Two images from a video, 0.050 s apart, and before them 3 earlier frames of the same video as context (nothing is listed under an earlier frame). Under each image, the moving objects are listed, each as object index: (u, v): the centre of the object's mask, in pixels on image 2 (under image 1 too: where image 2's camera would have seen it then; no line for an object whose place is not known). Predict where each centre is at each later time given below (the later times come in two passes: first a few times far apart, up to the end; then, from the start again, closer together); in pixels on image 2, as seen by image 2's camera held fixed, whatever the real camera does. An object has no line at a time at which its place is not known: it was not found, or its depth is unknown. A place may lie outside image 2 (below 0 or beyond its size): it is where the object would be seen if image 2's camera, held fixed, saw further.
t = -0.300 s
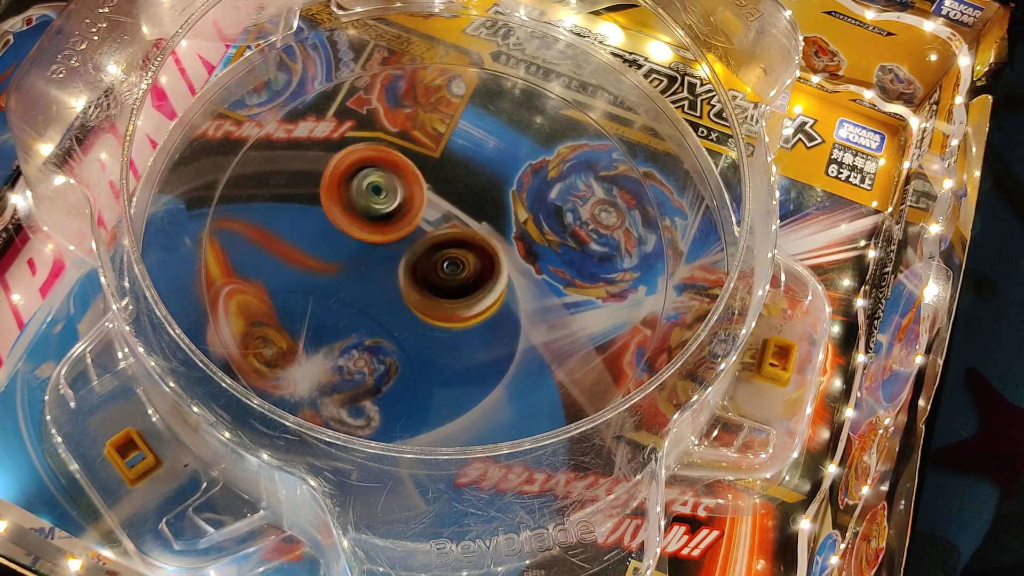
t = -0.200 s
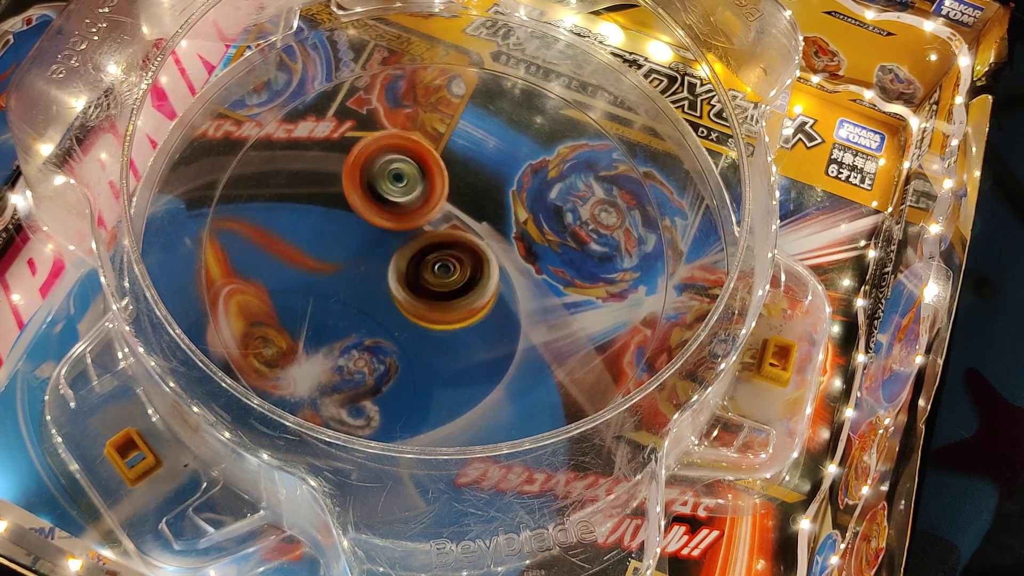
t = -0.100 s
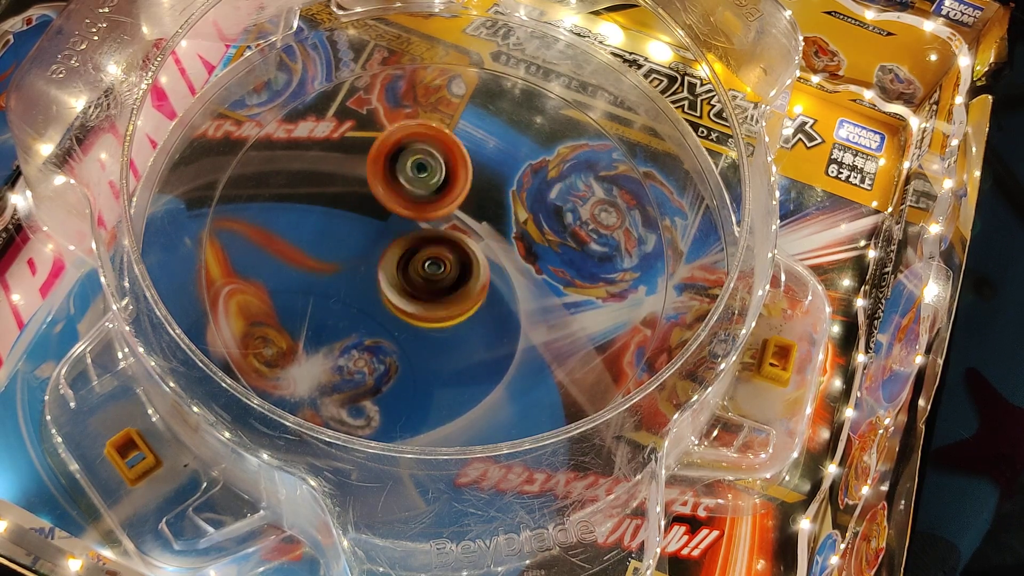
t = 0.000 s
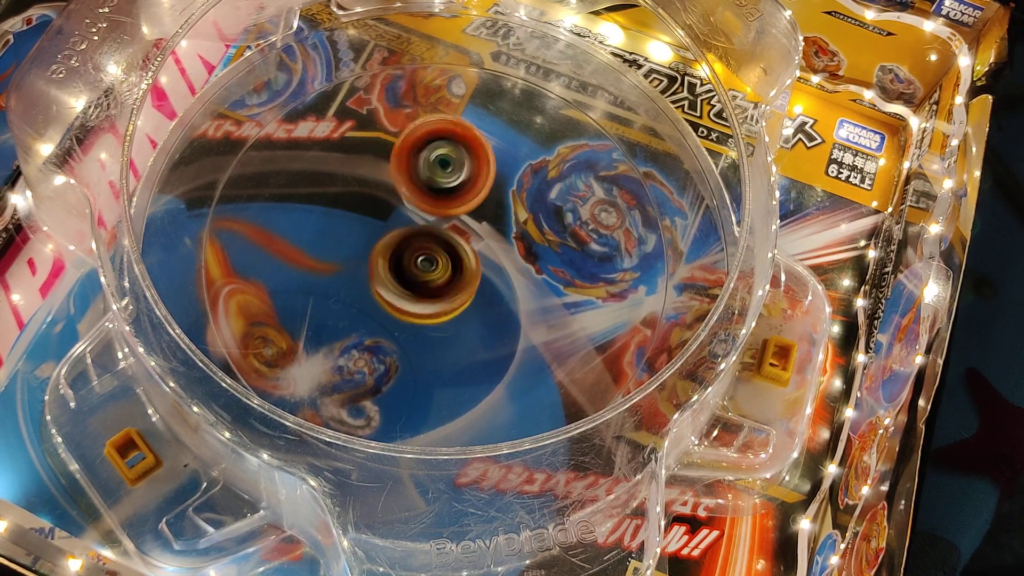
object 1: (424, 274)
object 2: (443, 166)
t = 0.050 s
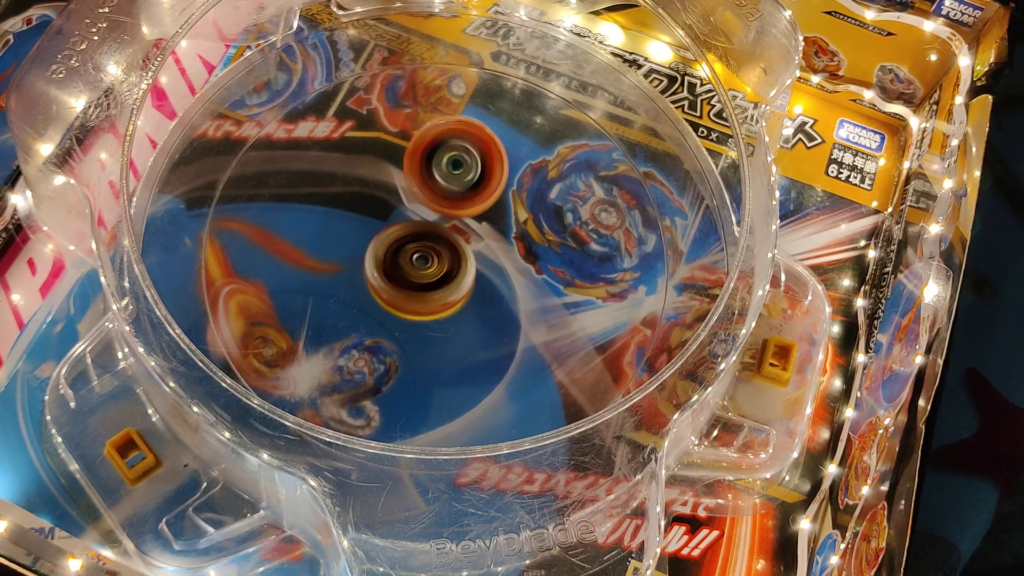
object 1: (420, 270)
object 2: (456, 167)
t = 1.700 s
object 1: (472, 265)
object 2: (372, 214)
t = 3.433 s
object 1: (475, 234)
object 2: (365, 268)
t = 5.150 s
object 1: (465, 224)
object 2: (385, 294)
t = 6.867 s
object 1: (464, 224)
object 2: (401, 301)
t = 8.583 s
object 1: (464, 232)
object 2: (376, 288)
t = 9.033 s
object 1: (453, 273)
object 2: (404, 177)
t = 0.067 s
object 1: (418, 269)
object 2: (459, 168)
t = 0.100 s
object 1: (415, 266)
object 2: (468, 170)
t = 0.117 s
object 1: (415, 264)
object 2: (471, 169)
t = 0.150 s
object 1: (412, 262)
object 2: (478, 172)
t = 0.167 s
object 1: (412, 261)
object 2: (483, 174)
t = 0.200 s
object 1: (411, 257)
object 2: (490, 177)
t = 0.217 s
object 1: (409, 256)
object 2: (492, 179)
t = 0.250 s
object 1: (409, 253)
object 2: (499, 183)
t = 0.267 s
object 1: (408, 250)
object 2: (501, 185)
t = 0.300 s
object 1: (408, 247)
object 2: (505, 190)
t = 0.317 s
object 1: (407, 245)
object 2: (508, 193)
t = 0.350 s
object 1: (407, 242)
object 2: (512, 198)
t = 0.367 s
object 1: (408, 240)
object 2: (512, 201)
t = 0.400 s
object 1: (409, 237)
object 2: (515, 208)
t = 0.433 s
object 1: (407, 234)
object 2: (520, 215)
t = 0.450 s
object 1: (407, 231)
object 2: (521, 217)
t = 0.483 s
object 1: (406, 229)
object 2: (524, 223)
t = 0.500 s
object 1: (407, 227)
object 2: (526, 227)
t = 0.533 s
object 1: (407, 224)
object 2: (526, 234)
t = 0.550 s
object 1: (408, 223)
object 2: (525, 239)
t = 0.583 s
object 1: (410, 220)
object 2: (525, 247)
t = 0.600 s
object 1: (410, 219)
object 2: (524, 250)
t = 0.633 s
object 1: (412, 217)
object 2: (521, 258)
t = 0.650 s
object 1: (413, 216)
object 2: (521, 261)
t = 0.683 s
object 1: (416, 214)
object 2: (517, 269)
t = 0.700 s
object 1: (417, 213)
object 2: (515, 273)
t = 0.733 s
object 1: (420, 212)
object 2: (510, 280)
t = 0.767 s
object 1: (423, 211)
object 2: (505, 287)
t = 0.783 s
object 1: (424, 211)
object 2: (501, 291)
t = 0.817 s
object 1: (428, 210)
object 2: (496, 297)
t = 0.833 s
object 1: (429, 210)
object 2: (493, 299)
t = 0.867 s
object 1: (433, 210)
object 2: (485, 305)
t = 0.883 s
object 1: (435, 210)
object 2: (483, 307)
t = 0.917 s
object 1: (439, 210)
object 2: (474, 311)
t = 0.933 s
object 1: (441, 211)
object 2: (470, 313)
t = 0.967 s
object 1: (445, 212)
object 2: (462, 315)
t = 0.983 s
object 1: (446, 213)
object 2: (458, 316)
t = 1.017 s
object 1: (450, 215)
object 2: (449, 317)
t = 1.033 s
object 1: (451, 215)
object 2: (446, 317)
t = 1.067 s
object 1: (455, 217)
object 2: (437, 317)
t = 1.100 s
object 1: (459, 219)
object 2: (430, 315)
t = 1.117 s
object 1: (459, 221)
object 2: (427, 314)
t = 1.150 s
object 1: (463, 223)
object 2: (418, 311)
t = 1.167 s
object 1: (466, 223)
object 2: (412, 311)
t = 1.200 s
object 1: (470, 224)
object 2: (403, 310)
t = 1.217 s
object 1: (471, 225)
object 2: (399, 309)
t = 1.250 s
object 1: (475, 227)
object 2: (392, 306)
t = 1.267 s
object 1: (476, 227)
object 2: (388, 303)
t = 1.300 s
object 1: (477, 231)
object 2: (381, 299)
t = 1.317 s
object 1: (479, 232)
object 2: (379, 296)
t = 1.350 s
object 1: (479, 234)
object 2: (374, 290)
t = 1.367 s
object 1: (481, 236)
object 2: (371, 287)
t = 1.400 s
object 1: (482, 239)
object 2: (367, 280)
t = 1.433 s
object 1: (482, 243)
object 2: (364, 273)
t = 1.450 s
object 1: (483, 244)
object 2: (362, 270)
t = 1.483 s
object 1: (481, 246)
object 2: (361, 263)
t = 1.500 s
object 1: (482, 248)
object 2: (360, 258)
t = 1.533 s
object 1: (481, 251)
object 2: (360, 251)
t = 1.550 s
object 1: (481, 253)
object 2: (360, 247)
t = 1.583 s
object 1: (480, 256)
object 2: (361, 239)
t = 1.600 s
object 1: (479, 257)
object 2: (363, 236)
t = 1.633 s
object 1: (478, 260)
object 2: (365, 229)
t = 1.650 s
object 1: (476, 262)
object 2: (367, 226)
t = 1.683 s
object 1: (474, 264)
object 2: (371, 219)
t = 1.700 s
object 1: (472, 265)
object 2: (372, 214)
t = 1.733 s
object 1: (472, 270)
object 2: (375, 206)
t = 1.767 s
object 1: (470, 272)
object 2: (380, 199)
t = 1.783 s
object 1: (469, 273)
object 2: (381, 195)
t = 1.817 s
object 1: (466, 275)
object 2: (387, 190)
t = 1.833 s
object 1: (464, 276)
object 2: (391, 187)
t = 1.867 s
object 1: (462, 277)
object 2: (398, 182)
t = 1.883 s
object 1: (460, 277)
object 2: (402, 181)
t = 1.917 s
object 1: (456, 279)
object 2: (410, 177)
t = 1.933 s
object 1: (455, 278)
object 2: (413, 176)
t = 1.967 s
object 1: (451, 279)
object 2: (422, 173)
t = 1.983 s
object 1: (450, 279)
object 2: (426, 172)
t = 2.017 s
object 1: (446, 278)
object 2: (434, 171)
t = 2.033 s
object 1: (444, 278)
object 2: (439, 170)
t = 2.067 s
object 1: (441, 276)
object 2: (446, 170)
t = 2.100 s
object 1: (436, 276)
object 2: (454, 171)
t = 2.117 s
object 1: (436, 275)
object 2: (459, 171)
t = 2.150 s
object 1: (432, 273)
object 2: (467, 173)
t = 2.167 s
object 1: (431, 272)
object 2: (471, 175)
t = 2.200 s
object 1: (428, 269)
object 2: (478, 177)
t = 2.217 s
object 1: (426, 268)
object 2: (481, 180)
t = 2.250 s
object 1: (423, 265)
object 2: (488, 183)
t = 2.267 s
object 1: (419, 266)
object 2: (492, 184)
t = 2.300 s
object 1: (415, 264)
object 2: (501, 187)
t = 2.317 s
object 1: (412, 263)
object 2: (504, 188)
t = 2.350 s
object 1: (409, 261)
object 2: (510, 193)
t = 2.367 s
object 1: (408, 259)
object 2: (513, 195)
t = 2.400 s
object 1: (406, 256)
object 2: (518, 201)
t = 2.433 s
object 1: (405, 253)
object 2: (521, 207)
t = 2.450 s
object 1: (404, 252)
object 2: (524, 210)
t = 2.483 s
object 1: (404, 249)
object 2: (526, 217)
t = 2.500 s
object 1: (404, 247)
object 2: (528, 221)
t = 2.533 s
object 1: (405, 244)
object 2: (529, 228)
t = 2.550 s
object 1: (404, 242)
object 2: (529, 233)
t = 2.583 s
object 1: (405, 240)
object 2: (529, 241)
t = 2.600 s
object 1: (406, 238)
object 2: (528, 245)
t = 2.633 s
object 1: (407, 235)
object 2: (526, 254)
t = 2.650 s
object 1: (408, 234)
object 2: (526, 257)
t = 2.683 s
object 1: (410, 231)
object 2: (522, 265)
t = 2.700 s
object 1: (411, 230)
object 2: (521, 269)
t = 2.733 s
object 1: (414, 227)
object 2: (517, 276)
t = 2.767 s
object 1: (417, 226)
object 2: (512, 283)
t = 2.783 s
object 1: (419, 224)
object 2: (510, 286)
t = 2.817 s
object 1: (422, 223)
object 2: (503, 292)
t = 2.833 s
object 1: (423, 222)
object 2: (500, 296)
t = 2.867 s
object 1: (427, 221)
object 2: (494, 300)
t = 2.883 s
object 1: (429, 220)
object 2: (489, 302)
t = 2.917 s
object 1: (433, 219)
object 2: (481, 306)
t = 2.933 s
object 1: (434, 219)
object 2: (476, 308)
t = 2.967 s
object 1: (438, 217)
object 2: (467, 311)
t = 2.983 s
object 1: (440, 216)
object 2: (464, 313)
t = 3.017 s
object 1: (444, 214)
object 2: (455, 317)
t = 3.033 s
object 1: (446, 213)
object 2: (452, 318)
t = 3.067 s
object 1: (450, 213)
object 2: (443, 318)
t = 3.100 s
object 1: (453, 213)
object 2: (433, 318)
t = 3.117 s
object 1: (455, 213)
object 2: (429, 317)
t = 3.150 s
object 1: (458, 214)
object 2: (419, 315)
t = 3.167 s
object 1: (460, 214)
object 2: (416, 314)
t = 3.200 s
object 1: (463, 216)
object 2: (406, 310)
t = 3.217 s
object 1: (464, 216)
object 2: (402, 309)
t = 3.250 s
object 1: (467, 218)
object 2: (395, 304)
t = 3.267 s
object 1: (468, 219)
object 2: (390, 301)
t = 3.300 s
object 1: (470, 222)
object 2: (384, 295)
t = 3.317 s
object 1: (471, 223)
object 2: (380, 292)
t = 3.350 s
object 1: (473, 226)
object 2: (375, 286)
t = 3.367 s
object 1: (474, 227)
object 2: (372, 282)
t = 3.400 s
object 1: (474, 231)
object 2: (368, 275)
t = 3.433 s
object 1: (475, 234)
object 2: (365, 268)
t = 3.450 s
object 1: (475, 236)
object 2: (363, 263)
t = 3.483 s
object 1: (475, 239)
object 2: (362, 256)
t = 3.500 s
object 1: (475, 241)
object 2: (362, 251)
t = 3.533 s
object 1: (474, 244)
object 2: (362, 244)
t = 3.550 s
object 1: (474, 246)
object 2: (363, 240)
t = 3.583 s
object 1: (474, 250)
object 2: (362, 232)
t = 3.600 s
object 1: (474, 252)
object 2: (363, 228)
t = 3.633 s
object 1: (473, 255)
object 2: (365, 220)
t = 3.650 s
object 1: (473, 257)
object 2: (367, 217)
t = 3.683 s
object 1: (471, 261)
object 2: (370, 209)
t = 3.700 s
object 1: (470, 262)
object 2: (372, 206)
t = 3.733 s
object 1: (467, 265)
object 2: (377, 200)
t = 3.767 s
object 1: (464, 267)
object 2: (383, 194)
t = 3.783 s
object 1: (463, 269)
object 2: (386, 192)
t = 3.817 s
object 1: (460, 271)
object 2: (393, 186)
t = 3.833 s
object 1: (458, 271)
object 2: (396, 184)
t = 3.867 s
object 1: (454, 273)
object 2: (405, 179)
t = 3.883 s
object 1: (452, 274)
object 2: (408, 178)
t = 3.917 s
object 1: (448, 275)
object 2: (417, 175)
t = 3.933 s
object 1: (446, 275)
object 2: (421, 173)
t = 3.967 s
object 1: (443, 275)
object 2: (430, 172)
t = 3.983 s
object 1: (441, 275)
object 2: (434, 171)
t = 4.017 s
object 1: (438, 274)
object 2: (443, 171)
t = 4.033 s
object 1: (435, 274)
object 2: (448, 171)
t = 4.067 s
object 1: (431, 273)
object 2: (456, 171)
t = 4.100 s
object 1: (428, 271)
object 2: (466, 173)
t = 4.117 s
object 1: (426, 270)
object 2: (470, 173)
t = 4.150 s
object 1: (423, 269)
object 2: (477, 177)
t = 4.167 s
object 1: (421, 267)
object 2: (482, 178)
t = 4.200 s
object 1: (418, 265)
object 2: (488, 182)
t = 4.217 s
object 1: (418, 263)
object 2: (492, 185)
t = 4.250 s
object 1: (415, 261)
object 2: (497, 190)
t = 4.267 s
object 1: (414, 259)
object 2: (500, 193)
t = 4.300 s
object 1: (411, 257)
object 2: (505, 200)
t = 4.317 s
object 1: (409, 255)
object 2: (509, 203)
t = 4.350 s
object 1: (405, 253)
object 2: (515, 209)
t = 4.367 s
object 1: (405, 252)
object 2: (516, 212)
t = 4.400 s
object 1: (403, 249)
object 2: (519, 219)
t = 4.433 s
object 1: (403, 245)
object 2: (521, 226)
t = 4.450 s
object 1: (402, 244)
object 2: (521, 231)
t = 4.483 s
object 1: (403, 241)
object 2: (522, 238)
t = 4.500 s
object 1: (402, 240)
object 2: (521, 243)
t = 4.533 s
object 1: (405, 236)
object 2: (521, 251)
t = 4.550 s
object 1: (404, 235)
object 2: (519, 255)
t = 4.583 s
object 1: (407, 232)
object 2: (517, 263)
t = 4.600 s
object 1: (407, 231)
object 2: (515, 266)
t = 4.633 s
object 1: (411, 228)
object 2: (512, 274)
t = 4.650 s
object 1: (412, 227)
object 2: (509, 277)
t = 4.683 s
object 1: (415, 224)
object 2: (503, 283)
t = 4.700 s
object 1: (416, 224)
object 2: (501, 286)
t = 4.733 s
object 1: (420, 222)
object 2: (494, 292)
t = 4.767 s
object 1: (423, 219)
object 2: (488, 299)
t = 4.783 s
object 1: (425, 218)
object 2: (484, 301)
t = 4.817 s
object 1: (429, 216)
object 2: (476, 305)
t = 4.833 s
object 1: (431, 216)
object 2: (472, 307)
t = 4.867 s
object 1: (434, 215)
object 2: (463, 309)
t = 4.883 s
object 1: (436, 214)
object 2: (459, 309)
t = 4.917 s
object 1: (440, 214)
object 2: (450, 310)
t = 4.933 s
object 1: (442, 214)
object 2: (445, 310)
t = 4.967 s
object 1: (446, 214)
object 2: (435, 310)
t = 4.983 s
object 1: (448, 214)
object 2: (431, 309)
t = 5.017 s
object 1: (452, 215)
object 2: (420, 308)
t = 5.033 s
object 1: (454, 216)
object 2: (416, 307)
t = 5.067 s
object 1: (457, 218)
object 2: (406, 305)
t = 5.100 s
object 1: (461, 221)
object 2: (397, 301)
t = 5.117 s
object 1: (462, 221)
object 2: (393, 298)
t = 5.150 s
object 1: (465, 224)
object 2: (385, 294)
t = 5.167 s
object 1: (466, 225)
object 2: (382, 290)
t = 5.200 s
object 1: (468, 229)
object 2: (375, 284)
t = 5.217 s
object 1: (469, 229)
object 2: (374, 280)
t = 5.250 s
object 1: (471, 233)
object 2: (368, 273)
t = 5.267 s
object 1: (471, 235)
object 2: (367, 270)
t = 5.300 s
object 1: (472, 239)
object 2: (363, 262)
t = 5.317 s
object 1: (472, 240)
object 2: (363, 258)
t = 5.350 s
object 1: (473, 244)
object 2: (361, 250)
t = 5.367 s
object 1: (473, 245)
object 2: (361, 246)
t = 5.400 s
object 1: (474, 250)
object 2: (360, 237)
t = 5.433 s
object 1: (473, 253)
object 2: (361, 230)
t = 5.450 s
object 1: (473, 255)
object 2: (361, 226)
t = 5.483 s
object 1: (471, 259)
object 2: (364, 219)
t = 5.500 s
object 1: (471, 260)
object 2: (366, 215)
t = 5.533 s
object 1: (469, 264)
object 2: (370, 208)
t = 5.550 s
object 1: (467, 264)
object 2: (373, 205)
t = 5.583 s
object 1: (465, 268)
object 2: (378, 199)
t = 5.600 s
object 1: (464, 269)
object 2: (382, 196)
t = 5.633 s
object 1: (461, 272)
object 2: (388, 190)
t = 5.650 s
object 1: (459, 272)
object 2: (393, 188)
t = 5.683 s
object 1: (456, 275)
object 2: (400, 184)
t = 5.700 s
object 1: (453, 275)
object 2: (405, 182)
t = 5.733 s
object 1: (450, 277)
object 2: (413, 179)
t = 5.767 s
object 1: (446, 278)
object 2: (423, 178)
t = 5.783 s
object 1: (444, 278)
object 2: (427, 177)
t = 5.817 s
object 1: (440, 278)
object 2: (437, 177)
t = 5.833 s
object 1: (438, 278)
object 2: (441, 177)
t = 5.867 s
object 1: (434, 277)
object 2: (451, 178)
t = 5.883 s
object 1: (432, 277)
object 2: (456, 178)
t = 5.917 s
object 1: (429, 276)
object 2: (466, 180)
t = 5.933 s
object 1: (426, 275)
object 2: (471, 180)
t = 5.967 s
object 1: (423, 273)
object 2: (479, 184)
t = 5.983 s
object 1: (422, 272)
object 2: (483, 185)
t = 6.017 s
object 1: (419, 269)
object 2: (491, 190)
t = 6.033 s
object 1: (418, 268)
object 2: (494, 191)
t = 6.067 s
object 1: (415, 265)
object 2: (501, 197)
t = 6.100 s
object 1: (414, 262)
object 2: (508, 203)
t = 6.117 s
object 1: (413, 260)
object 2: (509, 207)
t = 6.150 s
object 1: (412, 256)
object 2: (514, 213)
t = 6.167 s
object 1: (412, 255)
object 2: (515, 216)
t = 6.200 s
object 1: (411, 251)
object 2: (519, 224)
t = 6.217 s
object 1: (411, 249)
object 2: (520, 228)
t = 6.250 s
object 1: (410, 246)
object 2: (523, 237)
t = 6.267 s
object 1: (410, 243)
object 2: (522, 241)
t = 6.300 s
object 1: (411, 241)
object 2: (523, 249)
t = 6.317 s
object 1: (412, 238)
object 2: (521, 253)
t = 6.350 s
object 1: (414, 236)
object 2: (520, 261)
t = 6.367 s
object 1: (414, 233)
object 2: (518, 265)
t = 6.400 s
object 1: (416, 230)
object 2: (515, 273)
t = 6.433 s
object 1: (418, 227)
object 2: (511, 280)
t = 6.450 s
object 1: (420, 225)
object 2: (509, 284)
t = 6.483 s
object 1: (423, 223)
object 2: (503, 291)
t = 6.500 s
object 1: (425, 222)
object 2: (500, 294)
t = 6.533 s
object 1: (428, 220)
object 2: (492, 300)
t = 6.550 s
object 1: (429, 220)
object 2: (488, 302)
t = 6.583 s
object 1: (433, 218)
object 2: (479, 306)
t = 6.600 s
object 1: (435, 218)
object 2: (475, 308)
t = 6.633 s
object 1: (439, 217)
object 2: (465, 310)
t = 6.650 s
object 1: (441, 217)
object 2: (460, 312)
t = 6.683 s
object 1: (445, 217)
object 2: (450, 313)
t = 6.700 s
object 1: (447, 216)
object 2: (445, 314)
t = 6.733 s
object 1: (451, 217)
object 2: (437, 313)
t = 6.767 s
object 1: (455, 218)
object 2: (427, 312)
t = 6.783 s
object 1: (457, 219)
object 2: (423, 310)
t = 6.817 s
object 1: (460, 220)
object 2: (413, 307)
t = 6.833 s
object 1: (461, 221)
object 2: (409, 305)
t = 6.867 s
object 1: (464, 224)
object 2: (401, 301)
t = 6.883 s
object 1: (465, 224)
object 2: (397, 298)
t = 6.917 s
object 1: (469, 228)
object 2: (389, 292)
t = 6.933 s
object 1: (470, 228)
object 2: (385, 289)
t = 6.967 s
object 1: (471, 232)
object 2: (379, 282)
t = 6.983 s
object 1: (472, 233)
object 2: (376, 278)
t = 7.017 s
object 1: (474, 237)
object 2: (371, 271)
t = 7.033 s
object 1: (474, 239)
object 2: (369, 267)
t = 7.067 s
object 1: (475, 243)
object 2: (365, 259)
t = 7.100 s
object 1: (475, 245)
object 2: (364, 250)
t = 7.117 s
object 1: (475, 248)
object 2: (363, 247)
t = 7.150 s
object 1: (474, 251)
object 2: (363, 238)
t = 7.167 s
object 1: (474, 253)
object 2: (363, 234)
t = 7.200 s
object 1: (473, 256)
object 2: (365, 225)
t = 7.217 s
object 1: (472, 258)
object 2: (366, 221)
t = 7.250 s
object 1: (472, 262)
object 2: (367, 212)
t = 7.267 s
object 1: (469, 263)
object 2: (370, 209)
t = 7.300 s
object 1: (467, 266)
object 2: (373, 202)
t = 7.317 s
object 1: (466, 267)
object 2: (377, 198)
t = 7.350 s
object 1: (462, 270)
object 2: (383, 192)
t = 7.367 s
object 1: (461, 270)
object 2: (387, 190)
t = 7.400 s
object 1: (457, 272)
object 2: (395, 185)
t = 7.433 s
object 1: (453, 273)
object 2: (404, 180)
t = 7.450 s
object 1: (451, 275)
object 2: (408, 178)
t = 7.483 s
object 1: (447, 276)
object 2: (418, 175)
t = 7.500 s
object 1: (445, 275)
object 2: (423, 174)
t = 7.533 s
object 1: (441, 274)
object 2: (432, 172)
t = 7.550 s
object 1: (439, 274)
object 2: (437, 173)
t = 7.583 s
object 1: (436, 274)
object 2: (447, 172)
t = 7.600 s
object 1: (434, 273)
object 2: (452, 173)
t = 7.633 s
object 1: (430, 271)
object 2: (462, 174)
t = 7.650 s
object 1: (428, 270)
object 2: (467, 176)
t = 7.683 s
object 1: (425, 268)
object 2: (475, 178)
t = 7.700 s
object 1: (423, 267)
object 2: (480, 180)
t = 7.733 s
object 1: (421, 264)
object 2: (488, 185)
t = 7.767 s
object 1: (418, 261)
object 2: (496, 191)
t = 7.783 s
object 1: (416, 260)
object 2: (500, 194)
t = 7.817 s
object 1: (414, 256)
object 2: (507, 200)
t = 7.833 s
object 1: (414, 255)
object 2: (510, 204)
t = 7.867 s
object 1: (413, 251)
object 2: (514, 211)
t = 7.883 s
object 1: (413, 249)
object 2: (516, 215)
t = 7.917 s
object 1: (412, 246)
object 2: (519, 224)
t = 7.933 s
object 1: (411, 244)
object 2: (520, 228)
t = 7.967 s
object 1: (411, 240)
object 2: (520, 238)
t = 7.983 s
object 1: (412, 239)
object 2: (520, 242)
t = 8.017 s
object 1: (412, 235)
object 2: (520, 253)
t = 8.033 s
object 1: (413, 233)
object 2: (519, 257)
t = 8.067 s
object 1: (415, 230)
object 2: (515, 268)
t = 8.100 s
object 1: (417, 227)
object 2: (510, 277)
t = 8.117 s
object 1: (417, 226)
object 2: (508, 281)
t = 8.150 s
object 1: (420, 223)
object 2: (502, 290)
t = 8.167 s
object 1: (422, 223)
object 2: (499, 294)
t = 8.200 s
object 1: (425, 221)
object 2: (491, 301)
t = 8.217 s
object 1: (427, 220)
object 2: (487, 304)
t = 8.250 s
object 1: (430, 219)
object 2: (477, 308)
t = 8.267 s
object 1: (432, 219)
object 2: (472, 310)
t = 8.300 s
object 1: (436, 219)
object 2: (462, 313)
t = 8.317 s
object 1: (437, 219)
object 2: (456, 314)
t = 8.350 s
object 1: (441, 220)
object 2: (446, 315)
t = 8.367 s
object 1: (443, 220)
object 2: (440, 315)
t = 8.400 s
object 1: (447, 221)
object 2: (429, 314)
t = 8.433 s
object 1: (451, 222)
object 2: (418, 313)
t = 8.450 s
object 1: (453, 223)
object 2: (413, 311)
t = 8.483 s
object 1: (456, 225)
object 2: (403, 307)
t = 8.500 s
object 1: (457, 227)
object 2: (398, 305)
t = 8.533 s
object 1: (460, 229)
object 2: (389, 299)
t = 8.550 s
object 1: (461, 229)
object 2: (384, 296)
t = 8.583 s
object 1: (464, 232)
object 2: (376, 288)
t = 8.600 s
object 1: (465, 235)
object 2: (373, 284)
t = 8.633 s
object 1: (466, 237)
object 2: (366, 275)
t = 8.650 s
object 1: (467, 239)
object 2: (364, 271)
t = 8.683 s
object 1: (468, 243)
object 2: (360, 262)
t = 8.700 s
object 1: (468, 243)
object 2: (359, 257)
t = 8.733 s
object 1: (468, 247)
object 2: (358, 248)
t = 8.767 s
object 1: (468, 250)
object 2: (358, 239)
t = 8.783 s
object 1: (468, 252)
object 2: (358, 235)
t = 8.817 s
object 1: (466, 256)
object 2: (359, 225)
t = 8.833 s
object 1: (466, 257)
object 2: (361, 220)
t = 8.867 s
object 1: (464, 260)
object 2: (366, 212)
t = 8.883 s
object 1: (464, 262)
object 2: (368, 207)
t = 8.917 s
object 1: (463, 267)
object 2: (374, 198)
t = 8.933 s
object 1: (462, 268)
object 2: (376, 194)
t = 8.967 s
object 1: (459, 270)
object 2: (385, 187)
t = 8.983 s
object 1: (457, 271)
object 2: (390, 184)
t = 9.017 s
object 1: (454, 272)
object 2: (399, 179)
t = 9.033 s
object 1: (453, 273)
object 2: (404, 177)
